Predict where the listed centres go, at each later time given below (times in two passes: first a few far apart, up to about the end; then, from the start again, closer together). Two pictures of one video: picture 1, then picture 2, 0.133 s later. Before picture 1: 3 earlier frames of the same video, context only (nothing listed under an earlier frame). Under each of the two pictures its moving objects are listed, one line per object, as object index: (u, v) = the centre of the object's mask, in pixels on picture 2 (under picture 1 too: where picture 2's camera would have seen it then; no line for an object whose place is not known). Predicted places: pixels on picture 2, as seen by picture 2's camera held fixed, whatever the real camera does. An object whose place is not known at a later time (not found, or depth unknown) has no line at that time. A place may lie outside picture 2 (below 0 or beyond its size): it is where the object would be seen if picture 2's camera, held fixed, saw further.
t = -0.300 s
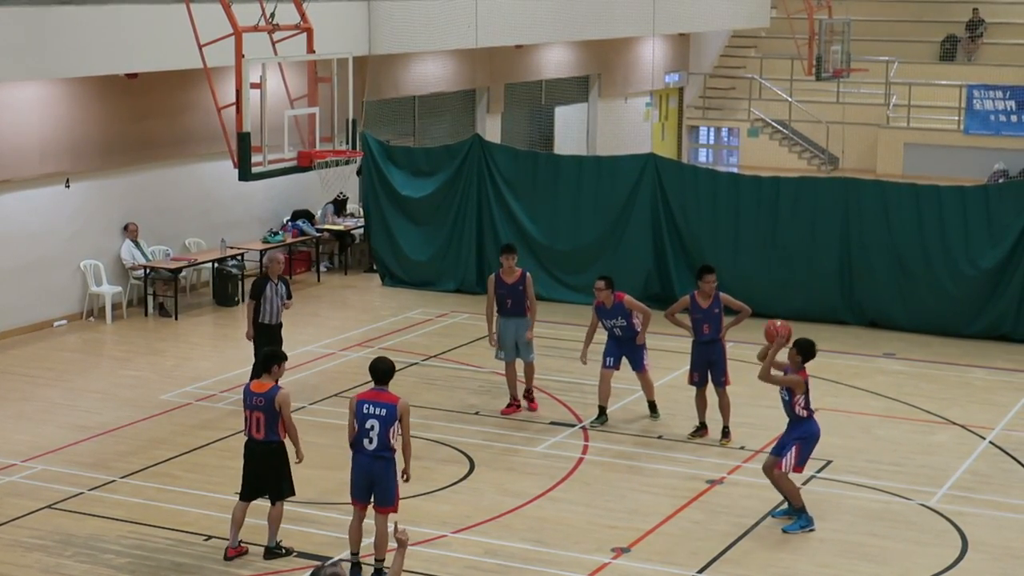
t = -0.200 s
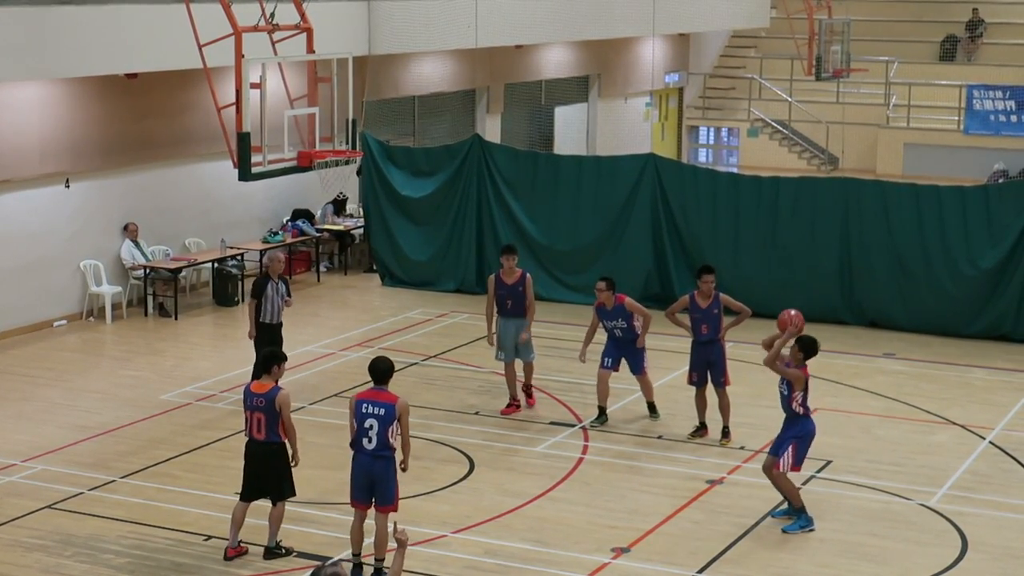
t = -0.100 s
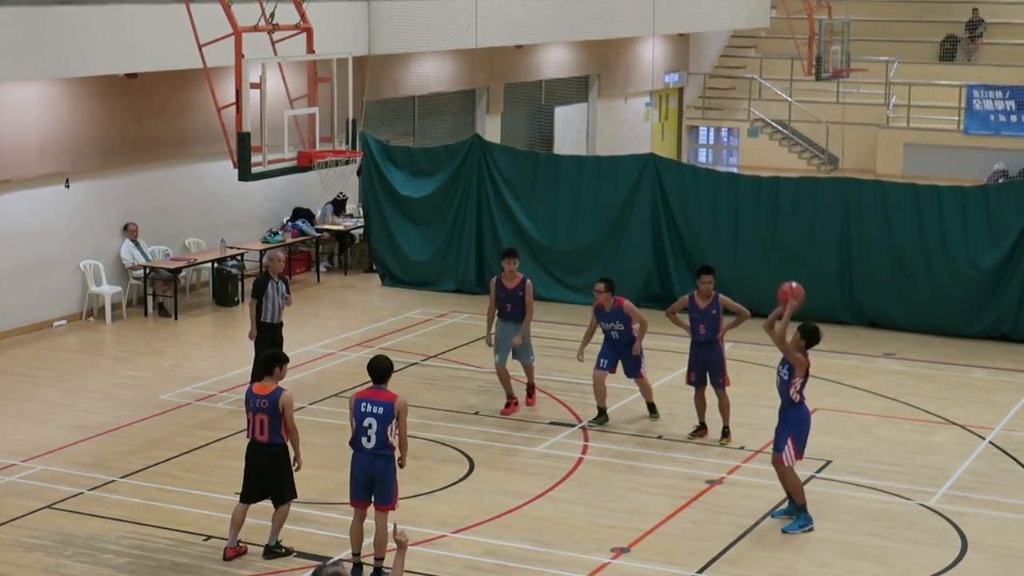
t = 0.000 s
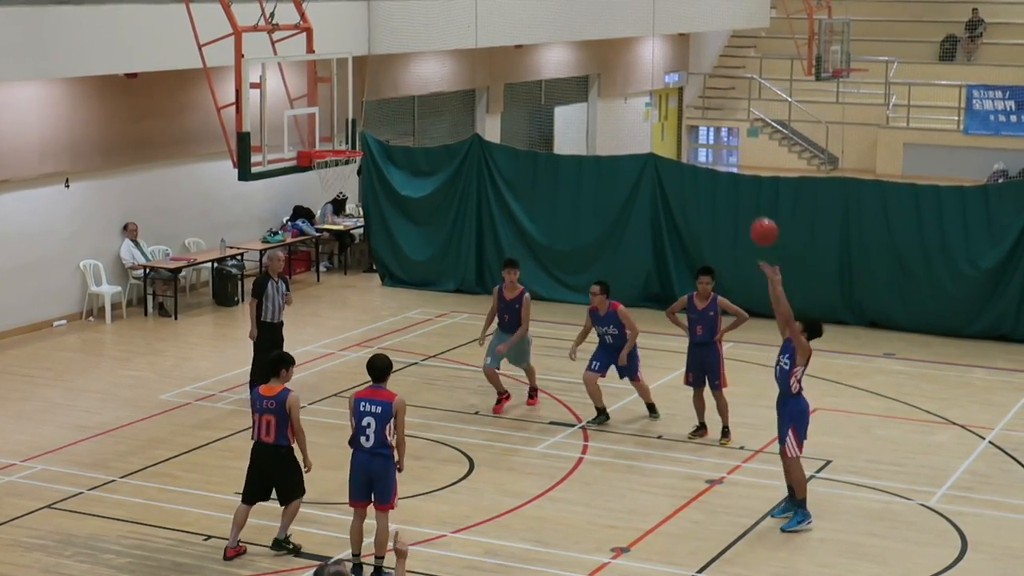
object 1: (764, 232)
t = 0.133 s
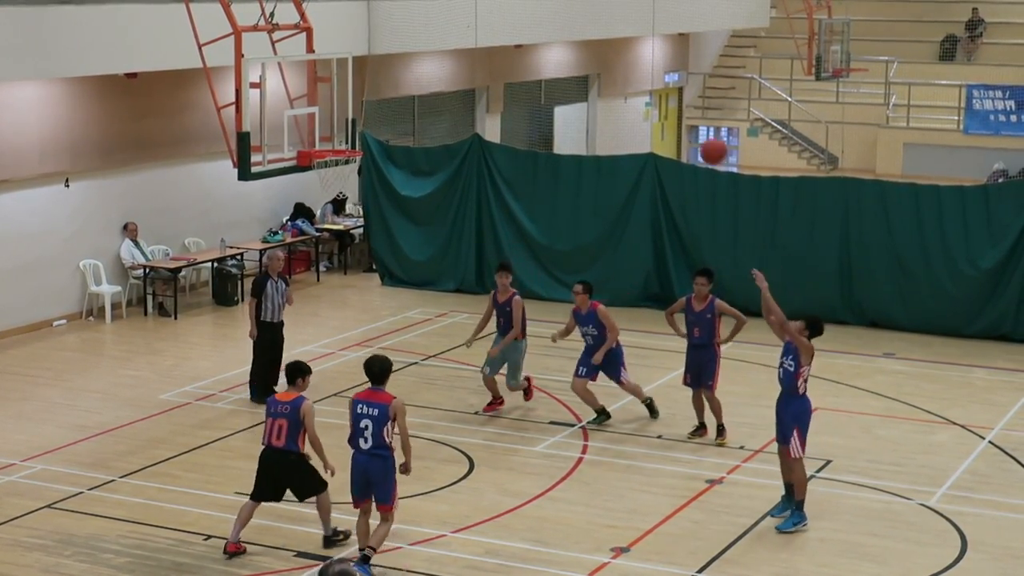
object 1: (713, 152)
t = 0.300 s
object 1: (650, 79)
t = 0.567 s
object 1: (550, 28)
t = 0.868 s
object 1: (441, 64)
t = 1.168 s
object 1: (365, 185)
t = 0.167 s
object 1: (701, 134)
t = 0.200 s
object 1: (688, 118)
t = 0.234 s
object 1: (675, 104)
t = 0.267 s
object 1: (662, 91)
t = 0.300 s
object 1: (650, 79)
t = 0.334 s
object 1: (637, 68)
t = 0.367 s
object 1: (625, 59)
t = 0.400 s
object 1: (612, 51)
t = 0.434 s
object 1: (600, 44)
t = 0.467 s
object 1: (587, 38)
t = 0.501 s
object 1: (575, 33)
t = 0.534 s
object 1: (562, 30)
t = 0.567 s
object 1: (550, 28)
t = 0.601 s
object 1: (538, 27)
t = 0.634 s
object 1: (525, 28)
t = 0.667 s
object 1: (513, 29)
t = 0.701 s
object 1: (501, 32)
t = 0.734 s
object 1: (489, 36)
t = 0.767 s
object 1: (477, 41)
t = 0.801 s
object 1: (465, 47)
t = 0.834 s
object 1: (453, 55)
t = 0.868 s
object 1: (441, 64)
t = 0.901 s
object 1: (430, 73)
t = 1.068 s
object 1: (372, 139)
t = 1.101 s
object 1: (361, 155)
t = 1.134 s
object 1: (362, 169)
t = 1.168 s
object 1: (365, 185)
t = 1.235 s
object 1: (372, 219)
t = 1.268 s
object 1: (374, 239)
